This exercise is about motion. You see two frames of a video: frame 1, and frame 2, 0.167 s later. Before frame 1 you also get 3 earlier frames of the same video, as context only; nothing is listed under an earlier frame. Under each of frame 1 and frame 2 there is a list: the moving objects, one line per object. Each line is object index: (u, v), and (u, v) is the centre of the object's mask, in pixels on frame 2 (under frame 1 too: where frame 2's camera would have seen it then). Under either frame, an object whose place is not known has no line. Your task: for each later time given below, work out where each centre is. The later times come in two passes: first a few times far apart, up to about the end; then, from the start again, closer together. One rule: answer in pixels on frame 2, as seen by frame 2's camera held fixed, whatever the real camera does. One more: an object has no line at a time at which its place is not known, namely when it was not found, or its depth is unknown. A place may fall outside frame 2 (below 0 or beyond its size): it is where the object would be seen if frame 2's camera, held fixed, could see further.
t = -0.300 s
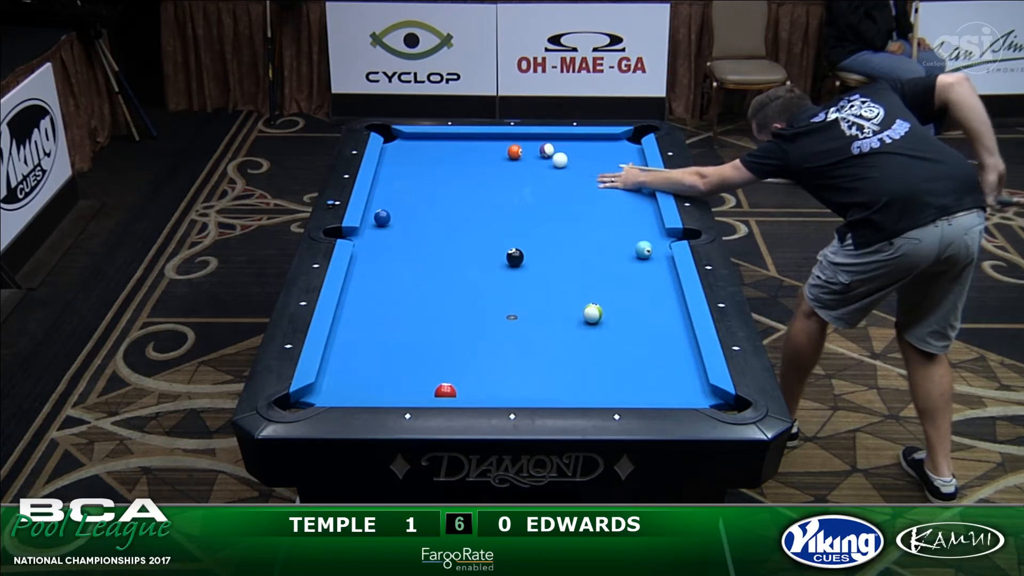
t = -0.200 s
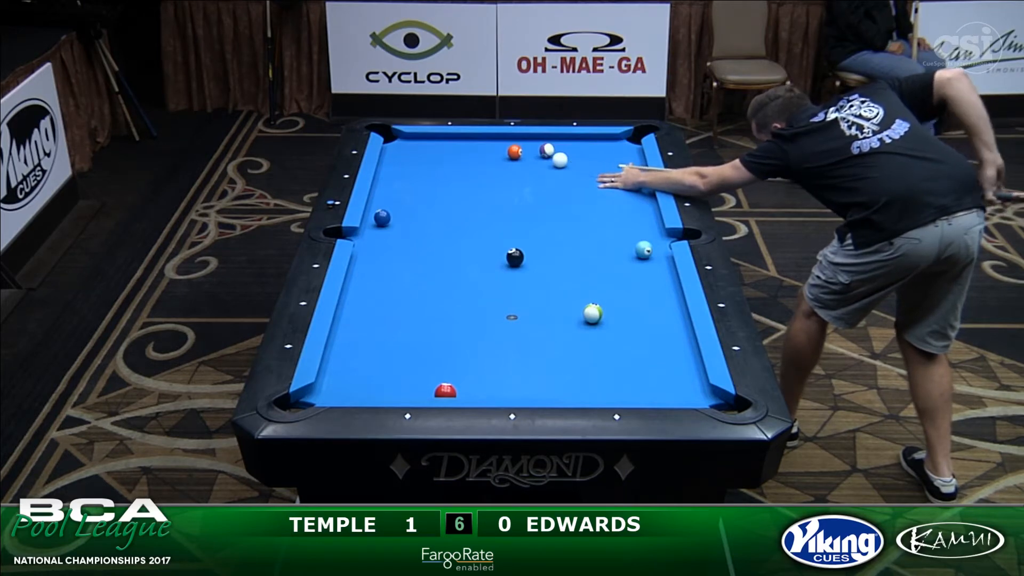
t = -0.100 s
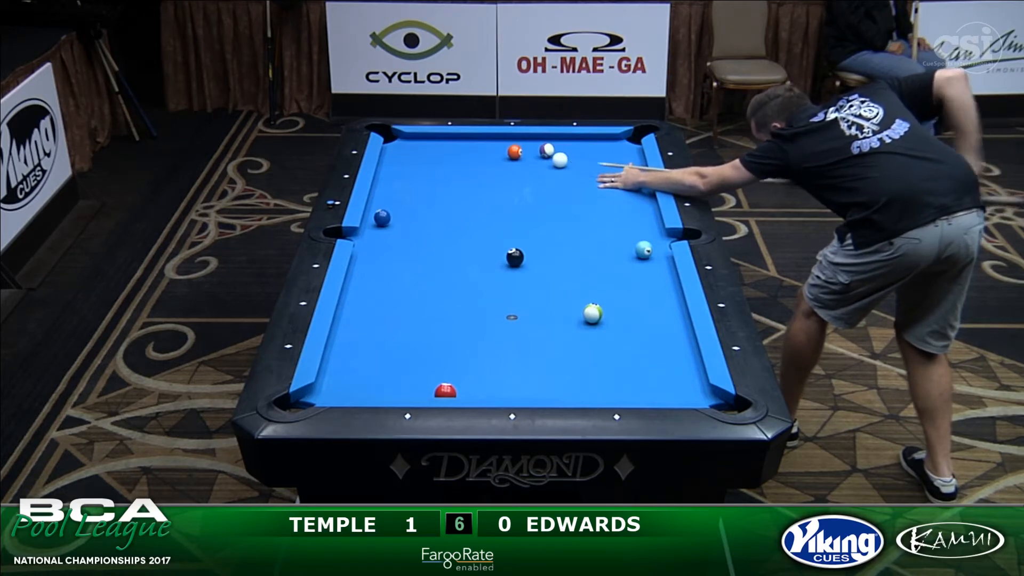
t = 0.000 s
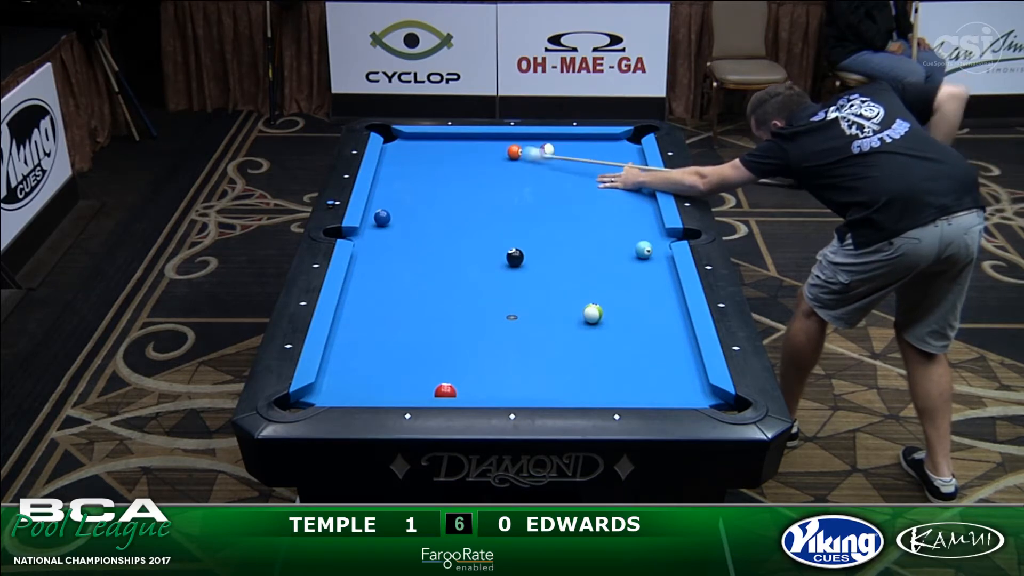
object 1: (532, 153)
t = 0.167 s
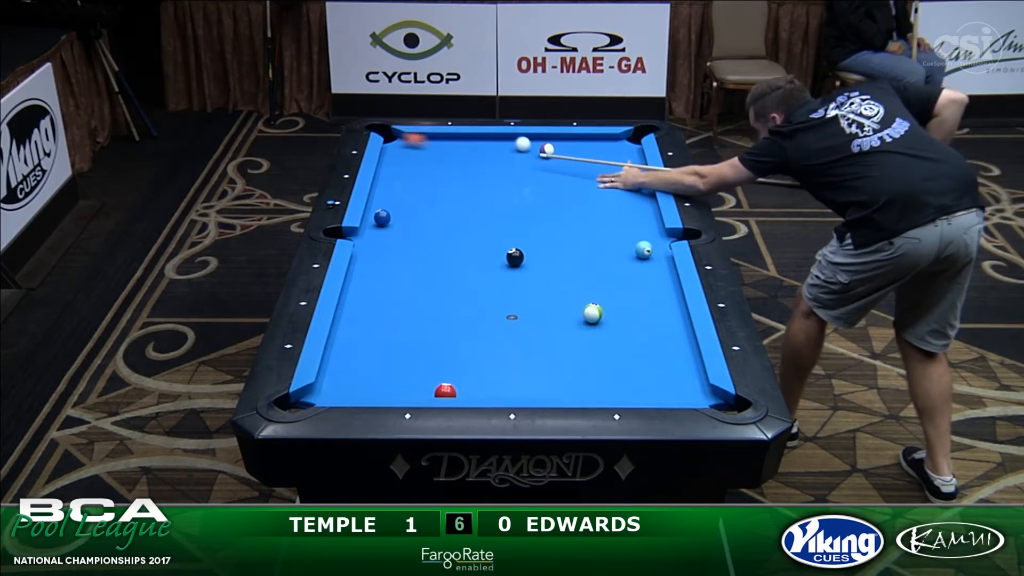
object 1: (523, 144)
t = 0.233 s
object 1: (516, 140)
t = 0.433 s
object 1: (487, 141)
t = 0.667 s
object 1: (450, 149)
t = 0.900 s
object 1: (411, 157)
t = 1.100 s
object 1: (388, 164)
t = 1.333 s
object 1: (410, 172)
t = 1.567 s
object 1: (431, 180)
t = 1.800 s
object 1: (452, 189)
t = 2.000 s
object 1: (471, 196)
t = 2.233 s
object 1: (492, 204)
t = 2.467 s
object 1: (512, 212)
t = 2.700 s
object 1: (533, 220)
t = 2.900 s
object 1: (547, 225)
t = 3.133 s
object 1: (567, 232)
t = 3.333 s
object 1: (583, 238)
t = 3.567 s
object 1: (602, 245)
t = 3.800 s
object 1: (621, 252)
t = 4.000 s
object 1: (636, 257)
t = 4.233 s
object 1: (653, 264)
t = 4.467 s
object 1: (667, 269)
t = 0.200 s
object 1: (519, 142)
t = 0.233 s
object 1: (516, 140)
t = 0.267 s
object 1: (513, 138)
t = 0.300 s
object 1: (509, 137)
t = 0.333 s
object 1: (504, 138)
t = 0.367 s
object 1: (498, 139)
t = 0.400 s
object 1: (493, 141)
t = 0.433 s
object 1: (487, 141)
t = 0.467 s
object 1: (482, 143)
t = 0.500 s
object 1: (476, 144)
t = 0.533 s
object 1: (471, 145)
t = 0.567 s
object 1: (466, 146)
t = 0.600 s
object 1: (460, 147)
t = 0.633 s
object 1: (455, 148)
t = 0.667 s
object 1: (450, 149)
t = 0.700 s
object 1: (444, 151)
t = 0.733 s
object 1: (439, 152)
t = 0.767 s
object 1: (433, 153)
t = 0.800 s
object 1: (428, 154)
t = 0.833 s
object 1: (422, 155)
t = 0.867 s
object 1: (417, 156)
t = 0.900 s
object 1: (411, 157)
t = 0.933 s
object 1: (406, 158)
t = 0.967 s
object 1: (400, 159)
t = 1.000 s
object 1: (395, 161)
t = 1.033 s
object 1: (389, 162)
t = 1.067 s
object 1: (385, 163)
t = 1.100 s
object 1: (388, 164)
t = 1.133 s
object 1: (391, 165)
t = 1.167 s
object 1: (394, 166)
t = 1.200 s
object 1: (397, 168)
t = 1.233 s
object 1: (400, 169)
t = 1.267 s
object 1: (403, 170)
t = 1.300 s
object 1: (407, 171)
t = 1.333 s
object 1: (410, 172)
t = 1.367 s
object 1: (413, 173)
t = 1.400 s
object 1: (416, 175)
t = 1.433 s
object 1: (419, 176)
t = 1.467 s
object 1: (422, 177)
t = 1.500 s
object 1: (425, 178)
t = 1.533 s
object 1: (428, 179)
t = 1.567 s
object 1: (431, 180)
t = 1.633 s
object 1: (437, 183)
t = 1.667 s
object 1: (440, 184)
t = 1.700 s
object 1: (443, 185)
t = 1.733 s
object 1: (446, 186)
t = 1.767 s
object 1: (449, 187)
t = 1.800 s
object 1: (452, 189)
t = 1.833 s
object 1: (455, 190)
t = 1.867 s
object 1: (458, 191)
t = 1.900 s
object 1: (461, 192)
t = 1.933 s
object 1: (465, 193)
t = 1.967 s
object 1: (468, 195)
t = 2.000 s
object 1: (471, 196)
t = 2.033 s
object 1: (473, 197)
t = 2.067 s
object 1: (477, 198)
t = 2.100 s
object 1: (480, 199)
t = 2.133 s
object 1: (482, 200)
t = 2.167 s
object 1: (485, 201)
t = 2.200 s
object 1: (488, 203)
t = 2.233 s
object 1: (492, 204)
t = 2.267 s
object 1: (495, 205)
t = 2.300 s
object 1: (497, 206)
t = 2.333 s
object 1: (500, 207)
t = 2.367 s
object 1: (503, 208)
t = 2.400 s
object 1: (506, 209)
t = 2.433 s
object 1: (509, 210)
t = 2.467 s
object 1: (512, 212)
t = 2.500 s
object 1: (515, 213)
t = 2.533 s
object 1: (518, 214)
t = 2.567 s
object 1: (521, 215)
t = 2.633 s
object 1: (527, 217)
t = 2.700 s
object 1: (533, 220)
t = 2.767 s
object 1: (536, 221)
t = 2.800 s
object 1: (538, 222)
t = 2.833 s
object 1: (541, 223)
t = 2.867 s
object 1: (544, 224)
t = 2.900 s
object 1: (547, 225)
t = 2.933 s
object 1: (550, 226)
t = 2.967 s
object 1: (553, 227)
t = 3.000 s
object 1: (556, 228)
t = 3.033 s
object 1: (559, 229)
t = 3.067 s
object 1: (561, 230)
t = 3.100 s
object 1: (564, 231)
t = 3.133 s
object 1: (567, 232)
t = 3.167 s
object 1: (570, 233)
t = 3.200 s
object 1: (572, 234)
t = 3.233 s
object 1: (575, 235)
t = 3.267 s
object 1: (578, 236)
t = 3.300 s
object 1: (581, 237)
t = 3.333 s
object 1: (583, 238)
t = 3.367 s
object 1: (586, 239)
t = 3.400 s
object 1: (589, 240)
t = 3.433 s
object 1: (592, 241)
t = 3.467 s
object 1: (594, 242)
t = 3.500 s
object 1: (597, 243)
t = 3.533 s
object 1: (600, 244)
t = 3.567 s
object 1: (602, 245)
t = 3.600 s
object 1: (605, 246)
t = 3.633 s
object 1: (608, 247)
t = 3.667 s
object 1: (610, 248)
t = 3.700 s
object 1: (613, 249)
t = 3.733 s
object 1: (615, 250)
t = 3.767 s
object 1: (618, 251)
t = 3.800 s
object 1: (621, 252)
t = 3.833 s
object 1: (623, 253)
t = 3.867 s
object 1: (626, 254)
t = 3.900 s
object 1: (628, 255)
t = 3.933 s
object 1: (631, 256)
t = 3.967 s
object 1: (634, 257)
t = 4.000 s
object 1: (636, 257)
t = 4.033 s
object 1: (639, 258)
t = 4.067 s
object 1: (641, 259)
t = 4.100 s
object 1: (643, 260)
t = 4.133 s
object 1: (646, 261)
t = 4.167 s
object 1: (648, 262)
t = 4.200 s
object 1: (651, 263)
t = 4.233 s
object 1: (653, 264)
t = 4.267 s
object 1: (655, 265)
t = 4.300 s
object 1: (658, 266)
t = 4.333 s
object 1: (660, 266)
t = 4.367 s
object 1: (662, 267)
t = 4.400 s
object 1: (665, 268)
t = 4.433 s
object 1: (667, 269)
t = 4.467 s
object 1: (667, 269)
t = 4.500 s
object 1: (666, 270)
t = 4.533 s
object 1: (664, 270)
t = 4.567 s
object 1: (663, 271)
